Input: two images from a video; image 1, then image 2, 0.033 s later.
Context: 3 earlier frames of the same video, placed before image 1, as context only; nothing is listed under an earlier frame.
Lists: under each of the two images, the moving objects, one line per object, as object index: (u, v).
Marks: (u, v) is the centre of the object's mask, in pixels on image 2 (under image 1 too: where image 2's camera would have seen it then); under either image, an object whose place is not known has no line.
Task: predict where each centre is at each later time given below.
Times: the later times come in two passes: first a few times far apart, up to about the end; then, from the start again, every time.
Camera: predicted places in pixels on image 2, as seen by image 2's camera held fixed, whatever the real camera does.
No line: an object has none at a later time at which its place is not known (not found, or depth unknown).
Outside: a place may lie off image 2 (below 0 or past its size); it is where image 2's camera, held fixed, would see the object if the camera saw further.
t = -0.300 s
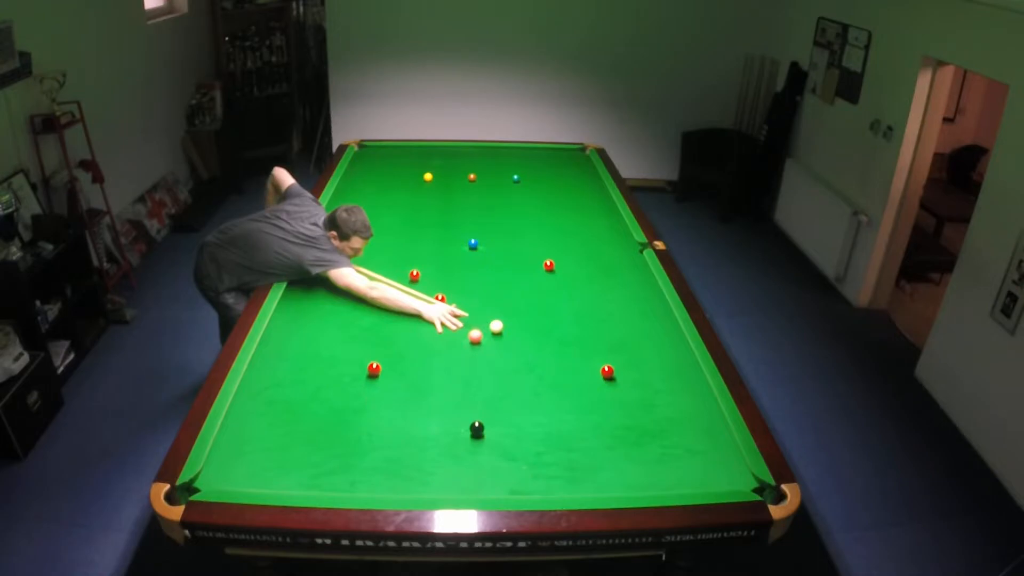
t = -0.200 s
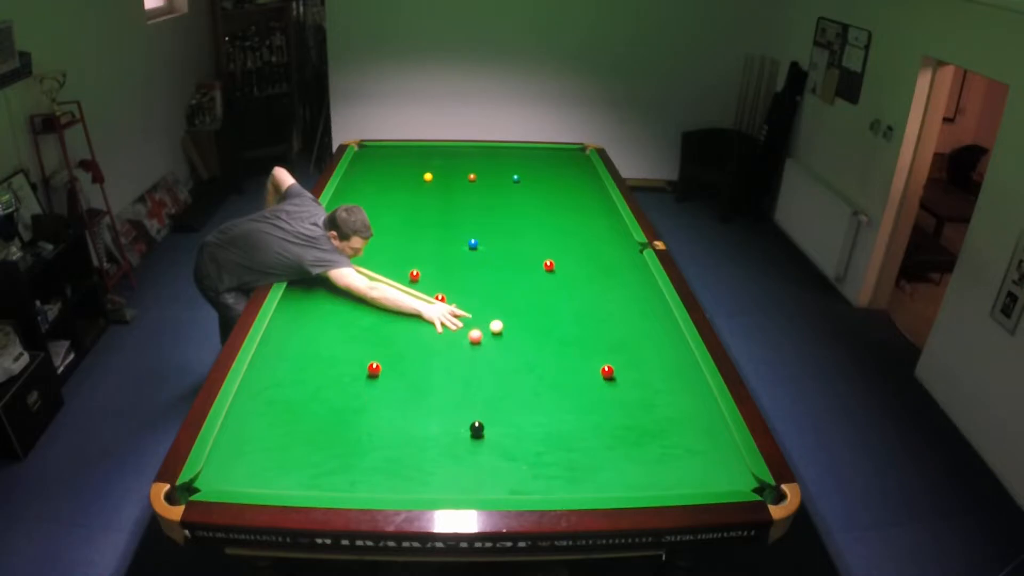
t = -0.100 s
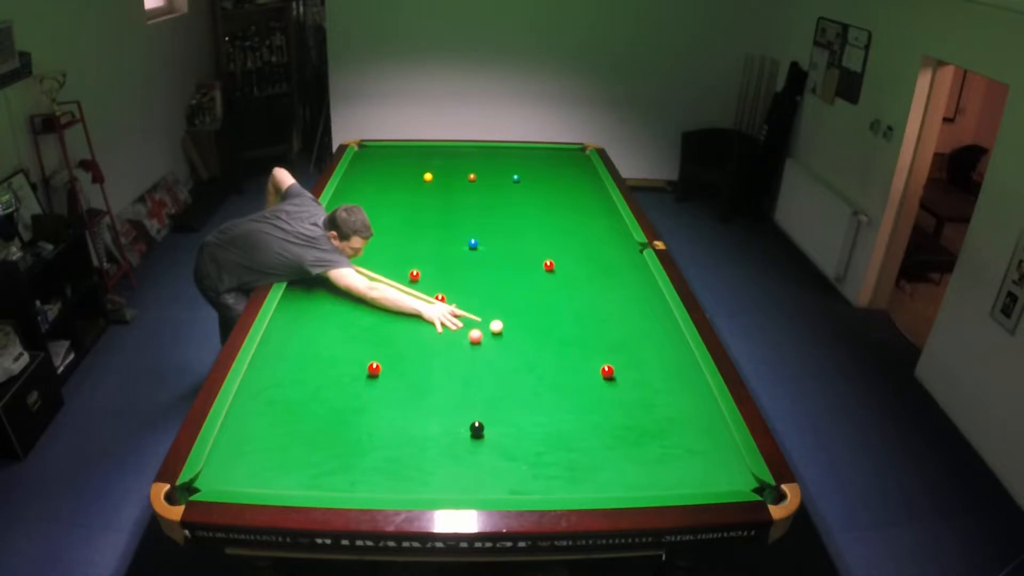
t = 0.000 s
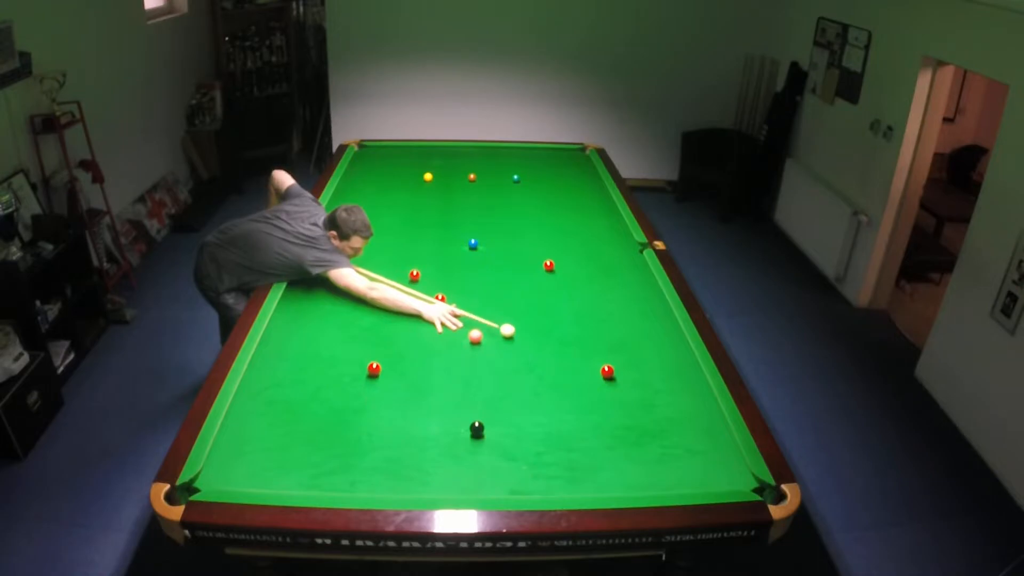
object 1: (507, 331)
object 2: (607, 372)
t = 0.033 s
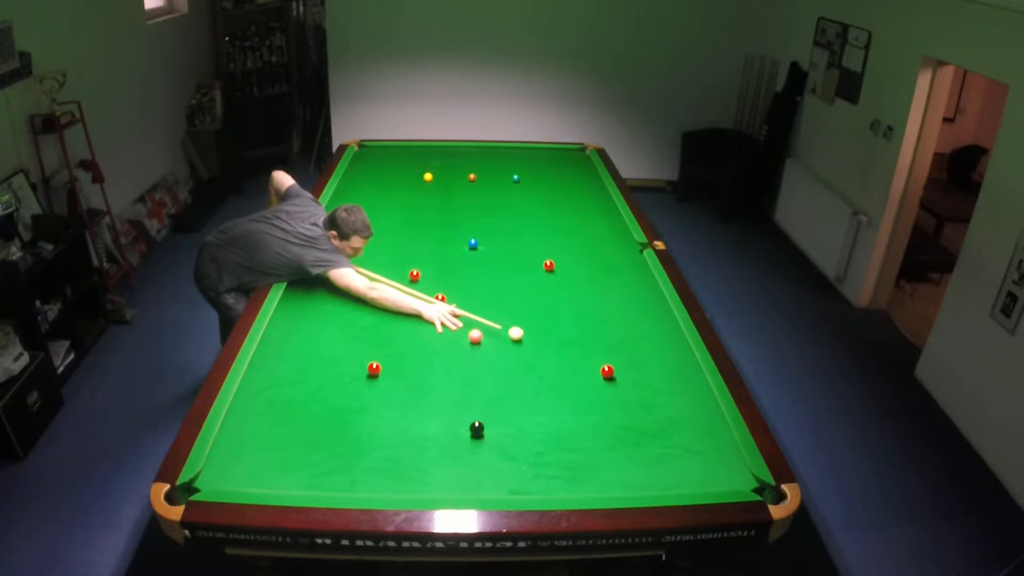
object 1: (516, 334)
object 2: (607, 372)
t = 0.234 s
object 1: (563, 351)
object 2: (607, 372)
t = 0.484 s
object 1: (612, 363)
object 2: (620, 382)
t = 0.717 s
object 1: (642, 363)
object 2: (643, 402)
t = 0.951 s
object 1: (671, 363)
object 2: (667, 422)
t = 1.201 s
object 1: (687, 363)
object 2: (692, 443)
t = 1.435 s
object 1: (669, 363)
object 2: (715, 463)
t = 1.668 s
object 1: (654, 363)
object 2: (739, 481)
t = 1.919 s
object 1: (638, 363)
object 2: (759, 489)
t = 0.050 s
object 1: (520, 335)
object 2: (607, 372)
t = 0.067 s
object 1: (524, 337)
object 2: (607, 372)
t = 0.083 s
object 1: (528, 338)
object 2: (607, 372)
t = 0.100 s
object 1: (532, 339)
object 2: (607, 372)
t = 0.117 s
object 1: (535, 341)
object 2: (607, 372)
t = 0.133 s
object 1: (539, 342)
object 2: (607, 372)
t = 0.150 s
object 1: (543, 344)
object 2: (607, 372)
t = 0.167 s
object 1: (547, 345)
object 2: (607, 372)
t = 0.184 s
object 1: (551, 347)
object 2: (607, 372)
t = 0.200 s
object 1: (555, 348)
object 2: (607, 372)
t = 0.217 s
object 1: (559, 350)
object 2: (607, 372)
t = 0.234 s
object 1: (563, 351)
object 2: (607, 372)
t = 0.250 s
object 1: (567, 352)
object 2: (607, 372)
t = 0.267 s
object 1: (571, 354)
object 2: (607, 372)
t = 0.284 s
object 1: (575, 355)
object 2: (607, 372)
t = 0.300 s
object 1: (579, 357)
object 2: (607, 372)
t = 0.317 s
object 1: (583, 358)
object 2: (607, 372)
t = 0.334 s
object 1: (587, 360)
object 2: (607, 372)
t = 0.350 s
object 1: (591, 361)
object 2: (607, 372)
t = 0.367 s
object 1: (595, 363)
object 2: (608, 372)
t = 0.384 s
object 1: (599, 363)
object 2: (608, 372)
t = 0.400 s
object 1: (601, 364)
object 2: (610, 374)
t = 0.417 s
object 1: (603, 363)
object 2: (612, 375)
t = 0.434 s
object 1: (605, 363)
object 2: (614, 377)
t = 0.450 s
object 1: (607, 363)
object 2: (616, 379)
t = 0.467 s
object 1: (609, 363)
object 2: (618, 381)
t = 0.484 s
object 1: (612, 363)
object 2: (620, 382)
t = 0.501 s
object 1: (614, 363)
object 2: (622, 384)
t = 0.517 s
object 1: (616, 363)
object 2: (624, 386)
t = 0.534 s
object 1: (619, 363)
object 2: (625, 387)
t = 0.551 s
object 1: (621, 363)
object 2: (627, 388)
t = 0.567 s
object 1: (623, 363)
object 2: (629, 390)
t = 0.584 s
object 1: (625, 363)
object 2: (630, 391)
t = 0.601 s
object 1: (627, 363)
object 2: (632, 393)
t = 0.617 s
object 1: (629, 363)
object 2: (633, 394)
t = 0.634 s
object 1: (632, 363)
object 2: (635, 396)
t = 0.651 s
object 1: (634, 363)
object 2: (637, 397)
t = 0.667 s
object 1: (636, 363)
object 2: (638, 398)
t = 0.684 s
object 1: (638, 363)
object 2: (640, 399)
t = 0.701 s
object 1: (640, 363)
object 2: (642, 401)
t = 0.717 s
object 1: (642, 363)
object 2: (643, 402)
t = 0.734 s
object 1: (644, 363)
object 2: (645, 404)
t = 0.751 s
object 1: (647, 363)
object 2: (647, 405)
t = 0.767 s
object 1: (649, 363)
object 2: (648, 407)
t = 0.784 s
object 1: (651, 363)
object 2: (650, 408)
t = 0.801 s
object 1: (653, 363)
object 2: (652, 409)
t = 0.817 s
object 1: (655, 363)
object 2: (653, 411)
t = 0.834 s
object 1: (657, 363)
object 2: (655, 412)
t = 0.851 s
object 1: (659, 363)
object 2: (657, 414)
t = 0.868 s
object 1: (661, 363)
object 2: (658, 415)
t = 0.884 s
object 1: (663, 363)
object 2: (660, 416)
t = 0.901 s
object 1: (665, 363)
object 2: (662, 418)
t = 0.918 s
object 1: (667, 363)
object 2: (663, 419)
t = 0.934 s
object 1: (669, 363)
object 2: (665, 421)
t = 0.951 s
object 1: (671, 363)
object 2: (667, 422)
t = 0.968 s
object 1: (673, 363)
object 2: (668, 423)
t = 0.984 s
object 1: (675, 363)
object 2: (670, 425)
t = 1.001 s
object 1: (677, 363)
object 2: (672, 426)
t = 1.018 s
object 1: (679, 363)
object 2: (673, 427)
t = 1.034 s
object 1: (681, 363)
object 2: (675, 429)
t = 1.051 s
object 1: (683, 363)
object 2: (677, 430)
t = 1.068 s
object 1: (684, 363)
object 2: (678, 432)
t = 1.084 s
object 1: (687, 363)
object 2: (680, 433)
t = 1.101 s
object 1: (688, 363)
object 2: (682, 434)
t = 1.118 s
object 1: (690, 363)
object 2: (683, 436)
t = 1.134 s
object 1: (692, 363)
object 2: (685, 437)
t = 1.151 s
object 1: (691, 363)
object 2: (687, 439)
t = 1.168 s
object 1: (690, 363)
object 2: (688, 440)
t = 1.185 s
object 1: (688, 363)
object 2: (690, 442)
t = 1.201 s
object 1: (687, 363)
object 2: (692, 443)
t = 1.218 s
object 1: (686, 363)
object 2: (693, 445)
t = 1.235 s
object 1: (684, 363)
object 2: (695, 446)
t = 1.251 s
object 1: (683, 363)
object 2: (697, 447)
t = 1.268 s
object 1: (682, 363)
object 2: (698, 449)
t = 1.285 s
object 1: (680, 363)
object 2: (700, 450)
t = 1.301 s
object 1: (679, 363)
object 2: (702, 452)
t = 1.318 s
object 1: (678, 363)
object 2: (703, 453)
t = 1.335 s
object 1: (677, 363)
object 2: (705, 454)
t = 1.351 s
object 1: (675, 363)
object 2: (707, 456)
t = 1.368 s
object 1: (674, 363)
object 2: (708, 457)
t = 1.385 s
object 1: (673, 363)
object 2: (710, 458)
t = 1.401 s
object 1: (672, 363)
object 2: (712, 460)
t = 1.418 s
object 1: (671, 363)
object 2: (713, 461)
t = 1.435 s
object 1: (669, 363)
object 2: (715, 463)
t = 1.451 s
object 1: (668, 363)
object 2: (717, 464)
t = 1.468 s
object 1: (667, 363)
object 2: (719, 465)
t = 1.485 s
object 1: (666, 363)
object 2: (720, 467)
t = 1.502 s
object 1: (665, 363)
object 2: (722, 468)
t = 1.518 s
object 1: (664, 363)
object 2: (723, 470)
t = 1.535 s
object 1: (663, 363)
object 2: (725, 471)
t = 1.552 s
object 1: (661, 363)
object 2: (727, 473)
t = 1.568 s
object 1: (660, 363)
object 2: (729, 474)
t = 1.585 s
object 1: (659, 363)
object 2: (730, 475)
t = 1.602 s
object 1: (658, 363)
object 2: (732, 477)
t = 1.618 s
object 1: (657, 363)
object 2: (733, 478)
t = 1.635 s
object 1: (656, 363)
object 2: (735, 479)
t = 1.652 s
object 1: (655, 363)
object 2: (737, 480)
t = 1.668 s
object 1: (654, 363)
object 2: (739, 481)
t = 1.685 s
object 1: (652, 363)
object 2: (740, 483)
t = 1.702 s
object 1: (651, 363)
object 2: (742, 484)
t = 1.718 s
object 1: (650, 363)
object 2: (744, 484)
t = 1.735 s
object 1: (649, 363)
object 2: (745, 485)
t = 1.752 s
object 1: (648, 363)
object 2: (747, 484)
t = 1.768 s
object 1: (647, 363)
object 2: (747, 485)
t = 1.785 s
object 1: (646, 363)
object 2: (748, 484)
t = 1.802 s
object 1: (645, 363)
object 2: (750, 484)
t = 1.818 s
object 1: (644, 363)
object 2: (751, 485)
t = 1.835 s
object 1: (643, 363)
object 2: (752, 485)
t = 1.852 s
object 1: (642, 363)
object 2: (753, 485)
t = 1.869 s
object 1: (641, 363)
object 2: (755, 486)
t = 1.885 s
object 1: (640, 363)
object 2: (756, 487)
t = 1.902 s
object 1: (639, 363)
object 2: (758, 488)
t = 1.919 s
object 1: (638, 363)
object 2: (759, 489)
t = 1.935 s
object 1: (637, 363)
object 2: (760, 491)
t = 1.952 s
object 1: (636, 363)
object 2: (761, 493)
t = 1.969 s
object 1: (634, 363)
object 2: (763, 496)
